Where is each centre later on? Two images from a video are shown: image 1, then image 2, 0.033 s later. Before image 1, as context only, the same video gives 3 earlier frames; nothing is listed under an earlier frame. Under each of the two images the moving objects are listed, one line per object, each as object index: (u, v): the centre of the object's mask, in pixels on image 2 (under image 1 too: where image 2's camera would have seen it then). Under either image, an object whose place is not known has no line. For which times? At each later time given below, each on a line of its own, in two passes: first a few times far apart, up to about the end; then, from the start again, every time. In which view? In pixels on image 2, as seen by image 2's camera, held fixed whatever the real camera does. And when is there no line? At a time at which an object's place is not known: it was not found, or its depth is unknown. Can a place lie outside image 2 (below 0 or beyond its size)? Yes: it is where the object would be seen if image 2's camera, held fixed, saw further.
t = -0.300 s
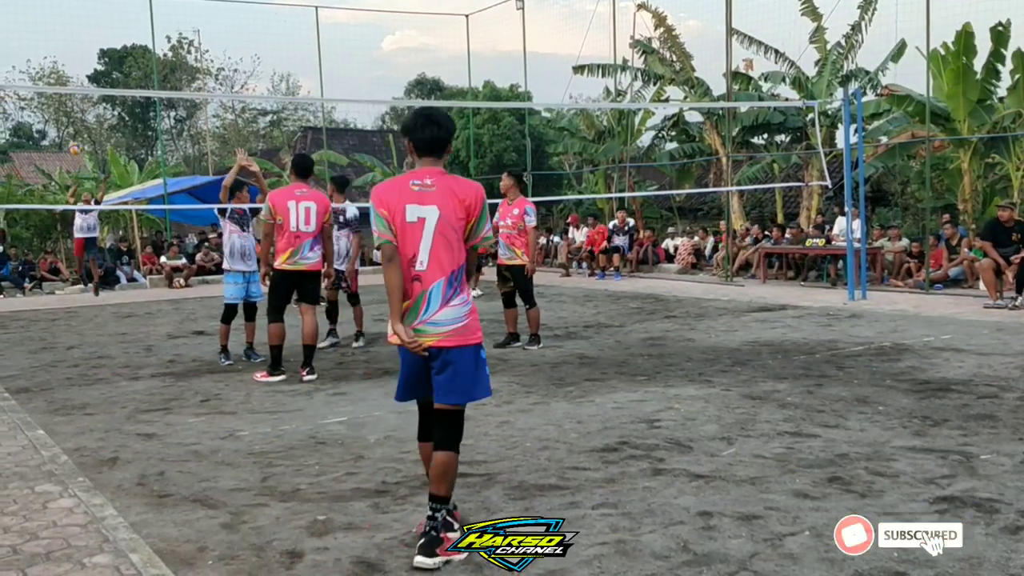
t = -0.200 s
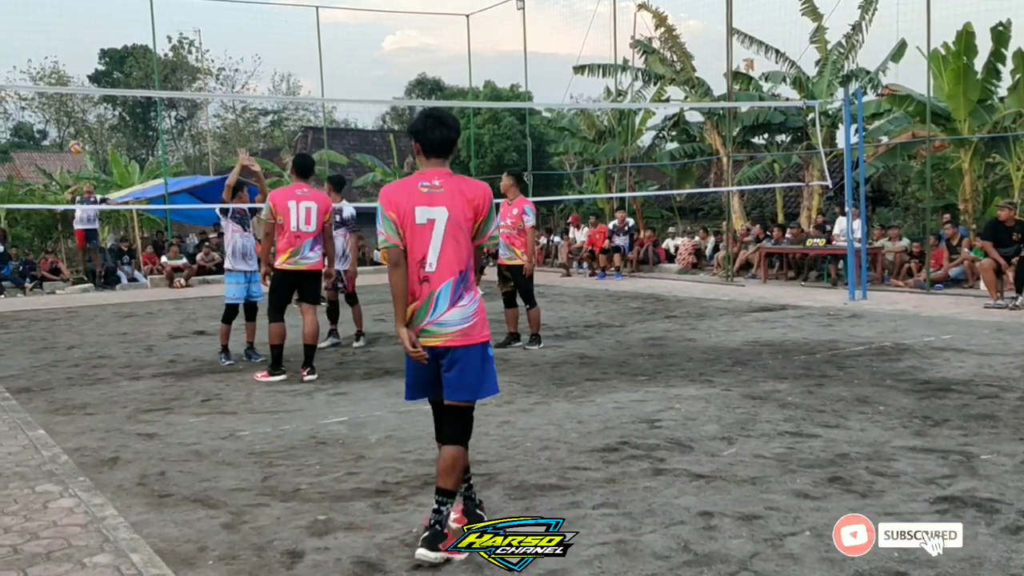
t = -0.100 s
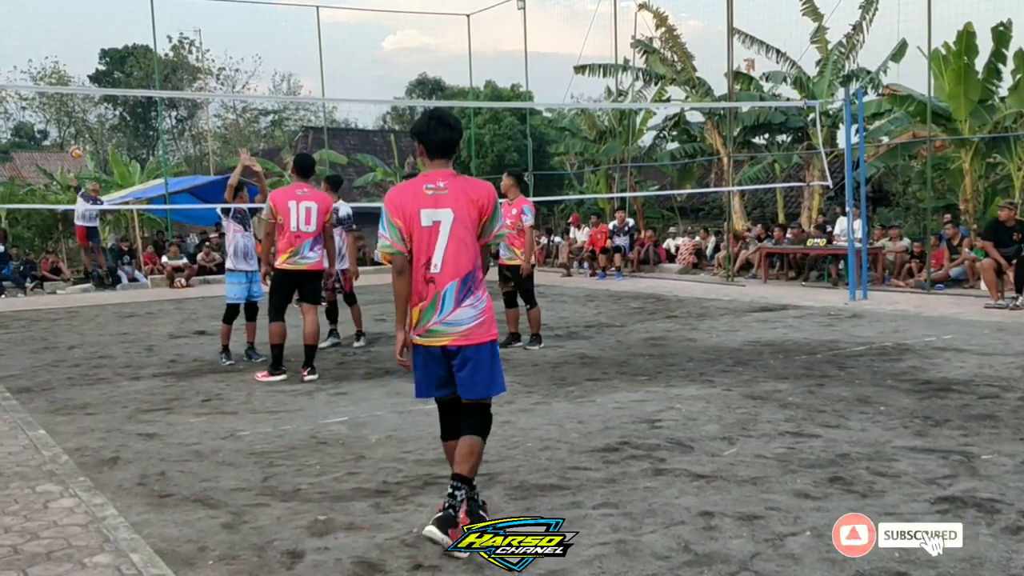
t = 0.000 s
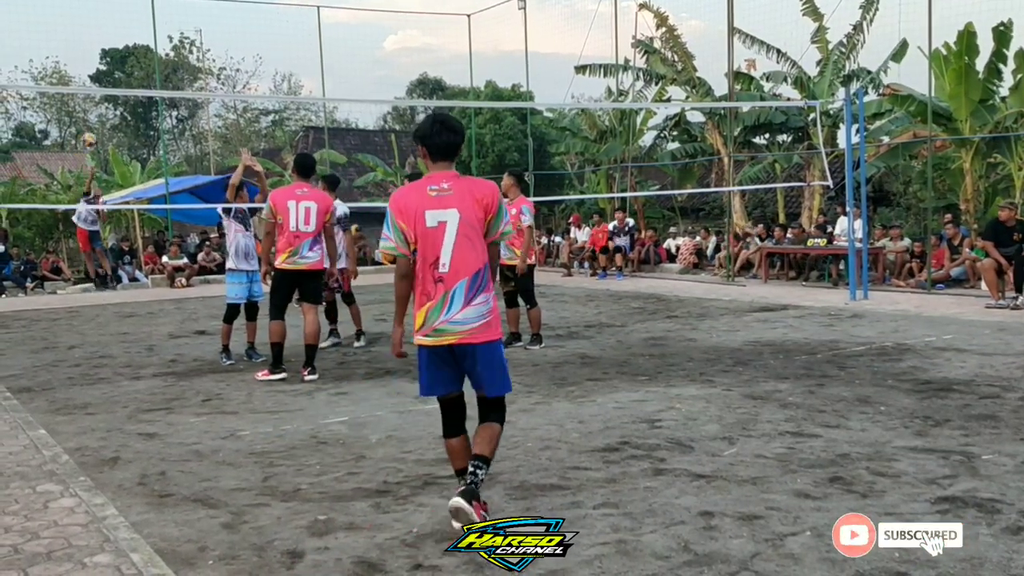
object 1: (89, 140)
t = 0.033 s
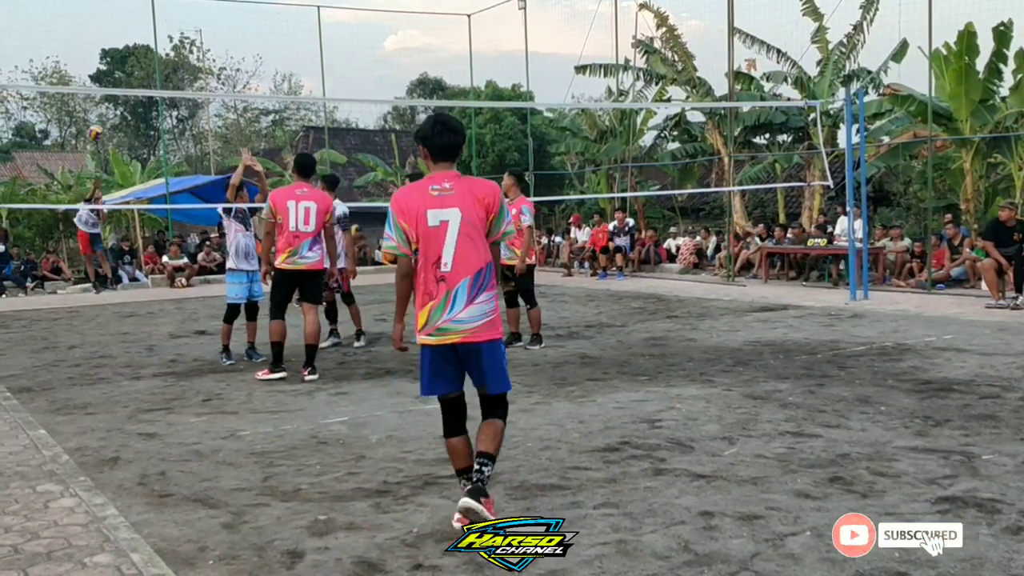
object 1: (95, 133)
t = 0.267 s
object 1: (145, 86)
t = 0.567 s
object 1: (245, 92)
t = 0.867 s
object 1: (304, 137)
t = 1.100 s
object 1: (368, 282)
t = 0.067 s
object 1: (102, 125)
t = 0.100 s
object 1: (109, 119)
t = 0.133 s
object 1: (114, 112)
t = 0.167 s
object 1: (122, 106)
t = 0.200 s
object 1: (129, 101)
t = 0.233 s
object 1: (137, 98)
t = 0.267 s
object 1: (145, 86)
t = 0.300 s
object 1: (155, 84)
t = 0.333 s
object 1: (165, 83)
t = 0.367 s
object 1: (175, 82)
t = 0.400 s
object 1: (186, 82)
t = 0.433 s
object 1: (197, 82)
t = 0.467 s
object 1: (208, 83)
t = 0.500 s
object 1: (223, 85)
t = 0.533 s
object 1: (236, 87)
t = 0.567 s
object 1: (245, 92)
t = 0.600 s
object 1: (251, 91)
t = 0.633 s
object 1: (256, 92)
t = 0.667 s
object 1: (263, 92)
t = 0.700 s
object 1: (269, 96)
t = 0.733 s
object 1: (275, 101)
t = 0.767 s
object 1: (282, 107)
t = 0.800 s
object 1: (289, 116)
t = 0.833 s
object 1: (297, 126)
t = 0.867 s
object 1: (304, 137)
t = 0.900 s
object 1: (312, 151)
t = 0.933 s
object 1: (320, 166)
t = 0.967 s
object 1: (330, 184)
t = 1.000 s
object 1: (339, 205)
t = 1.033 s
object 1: (349, 228)
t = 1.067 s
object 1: (357, 253)
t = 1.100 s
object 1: (368, 282)
